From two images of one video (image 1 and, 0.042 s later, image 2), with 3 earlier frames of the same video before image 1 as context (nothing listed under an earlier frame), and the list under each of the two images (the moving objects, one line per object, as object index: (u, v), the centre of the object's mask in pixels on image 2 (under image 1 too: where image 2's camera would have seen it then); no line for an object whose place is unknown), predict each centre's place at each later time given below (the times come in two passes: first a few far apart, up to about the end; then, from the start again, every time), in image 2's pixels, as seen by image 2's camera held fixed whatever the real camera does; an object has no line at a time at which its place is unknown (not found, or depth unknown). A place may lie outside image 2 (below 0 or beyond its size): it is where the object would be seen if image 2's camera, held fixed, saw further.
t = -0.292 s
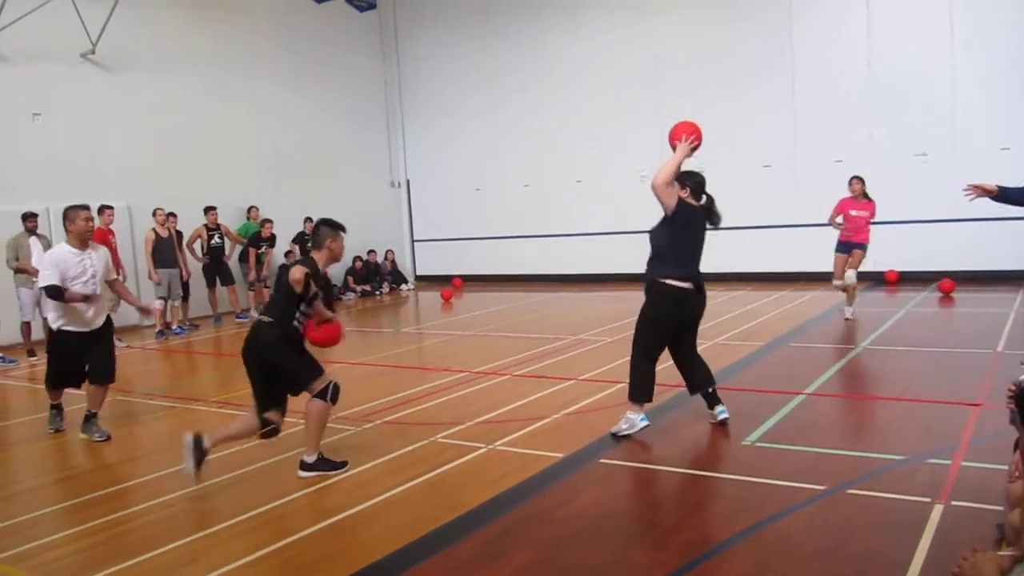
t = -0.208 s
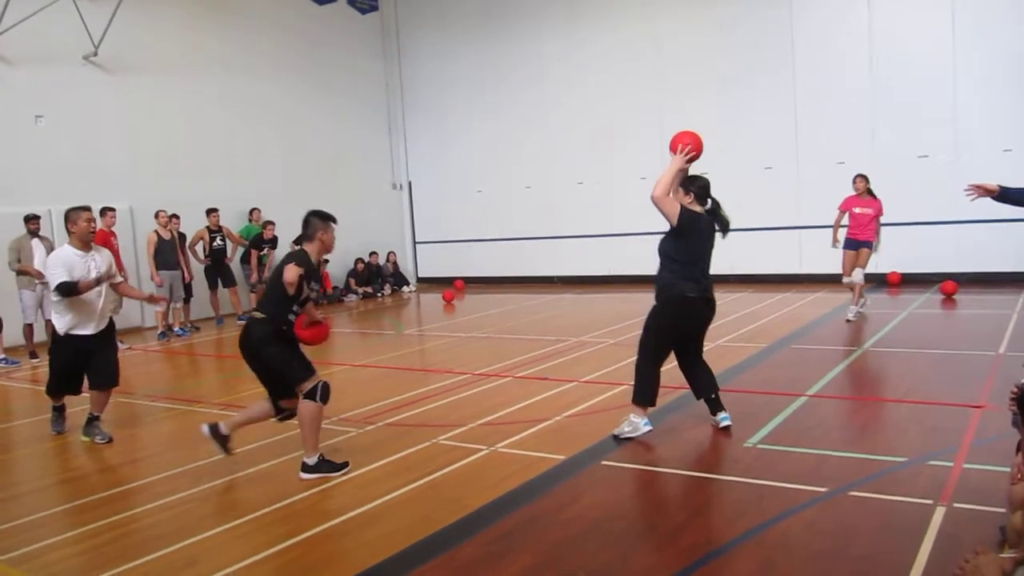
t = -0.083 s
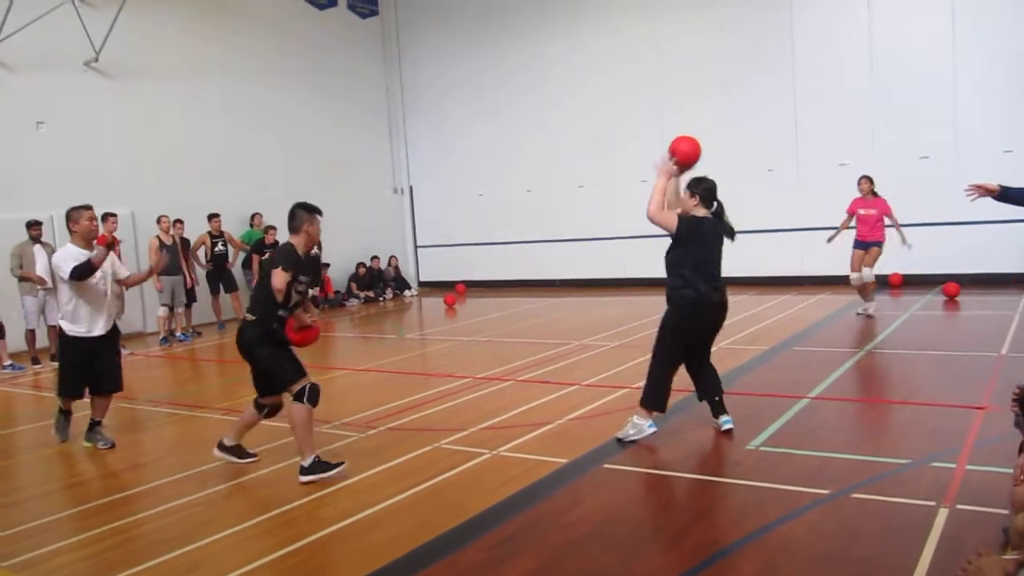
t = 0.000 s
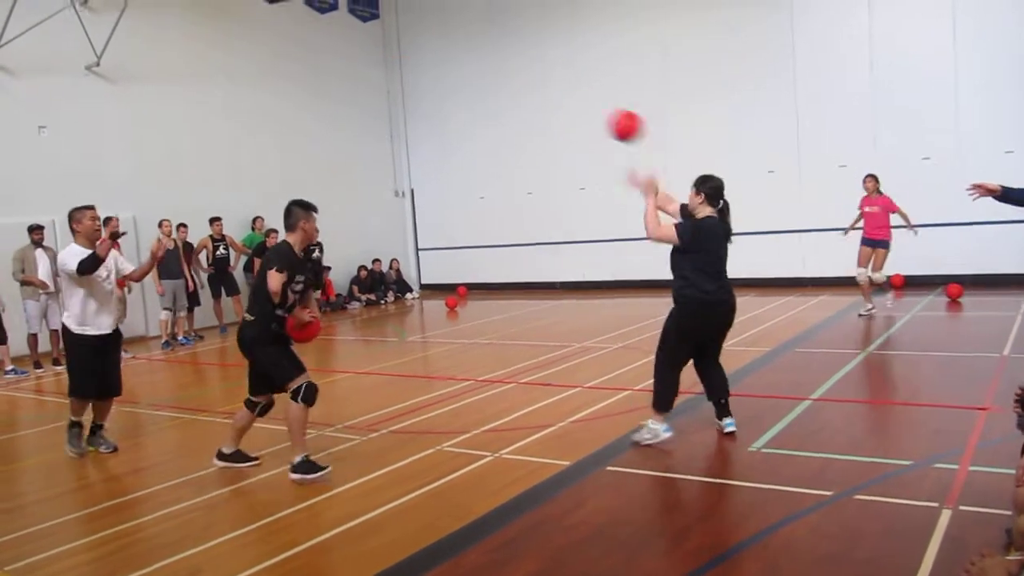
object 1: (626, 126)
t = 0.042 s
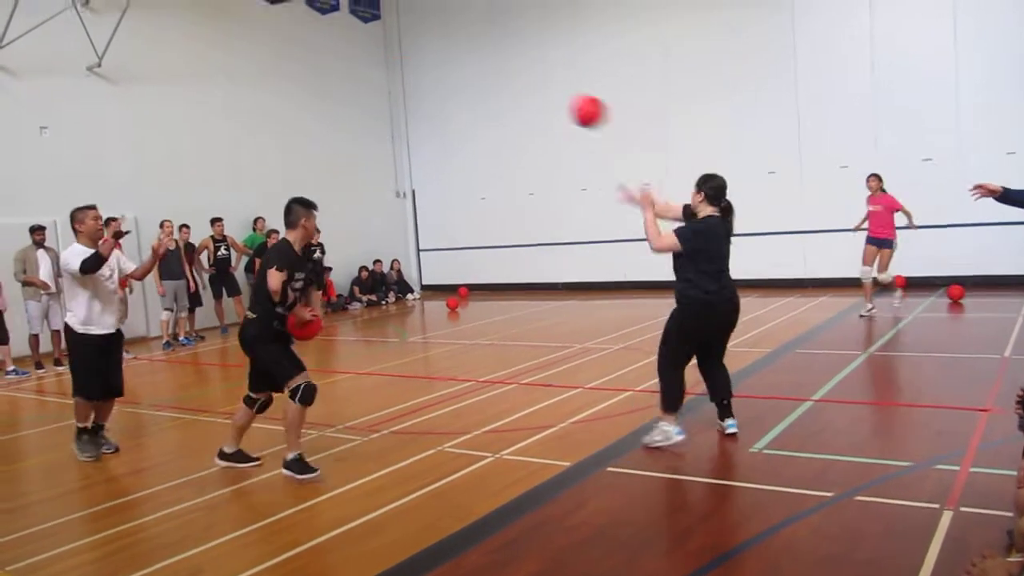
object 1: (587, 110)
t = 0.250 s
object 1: (401, 73)
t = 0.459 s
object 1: (225, 106)
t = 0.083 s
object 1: (549, 97)
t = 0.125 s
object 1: (511, 87)
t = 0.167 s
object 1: (474, 79)
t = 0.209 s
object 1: (436, 75)
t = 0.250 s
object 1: (401, 73)
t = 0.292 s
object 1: (364, 74)
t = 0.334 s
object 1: (328, 79)
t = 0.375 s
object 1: (294, 85)
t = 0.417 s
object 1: (259, 94)
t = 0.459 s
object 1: (225, 106)
